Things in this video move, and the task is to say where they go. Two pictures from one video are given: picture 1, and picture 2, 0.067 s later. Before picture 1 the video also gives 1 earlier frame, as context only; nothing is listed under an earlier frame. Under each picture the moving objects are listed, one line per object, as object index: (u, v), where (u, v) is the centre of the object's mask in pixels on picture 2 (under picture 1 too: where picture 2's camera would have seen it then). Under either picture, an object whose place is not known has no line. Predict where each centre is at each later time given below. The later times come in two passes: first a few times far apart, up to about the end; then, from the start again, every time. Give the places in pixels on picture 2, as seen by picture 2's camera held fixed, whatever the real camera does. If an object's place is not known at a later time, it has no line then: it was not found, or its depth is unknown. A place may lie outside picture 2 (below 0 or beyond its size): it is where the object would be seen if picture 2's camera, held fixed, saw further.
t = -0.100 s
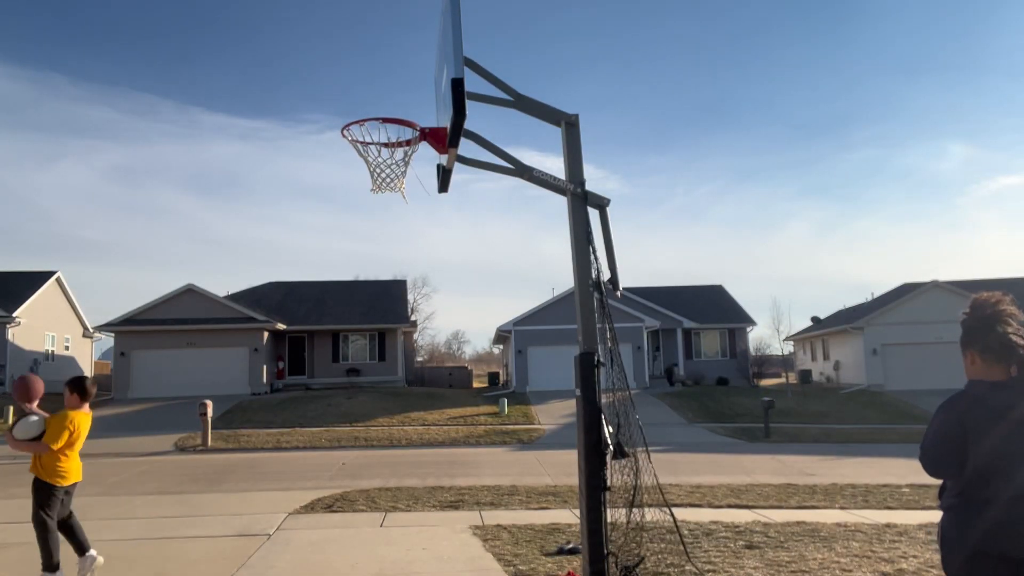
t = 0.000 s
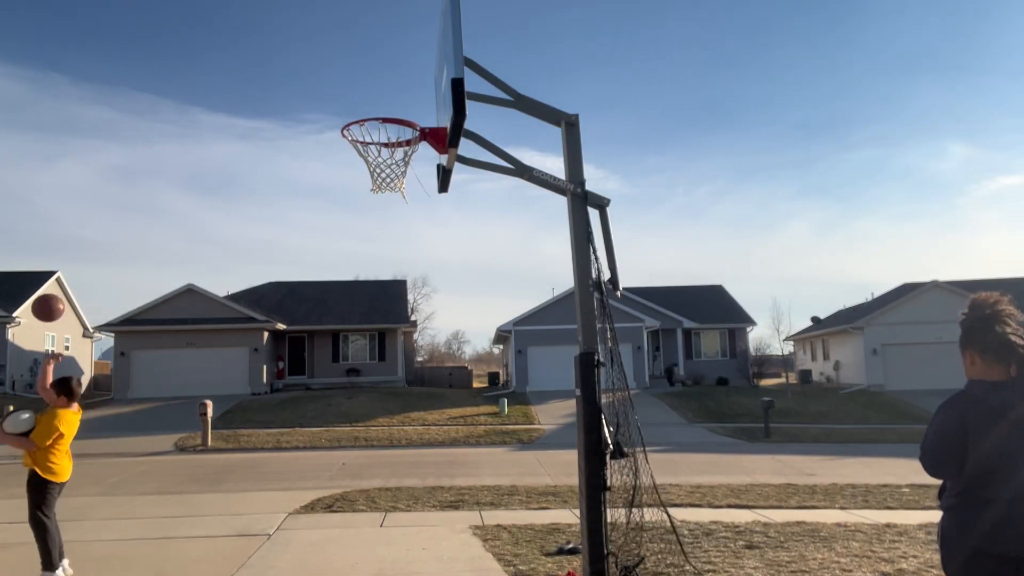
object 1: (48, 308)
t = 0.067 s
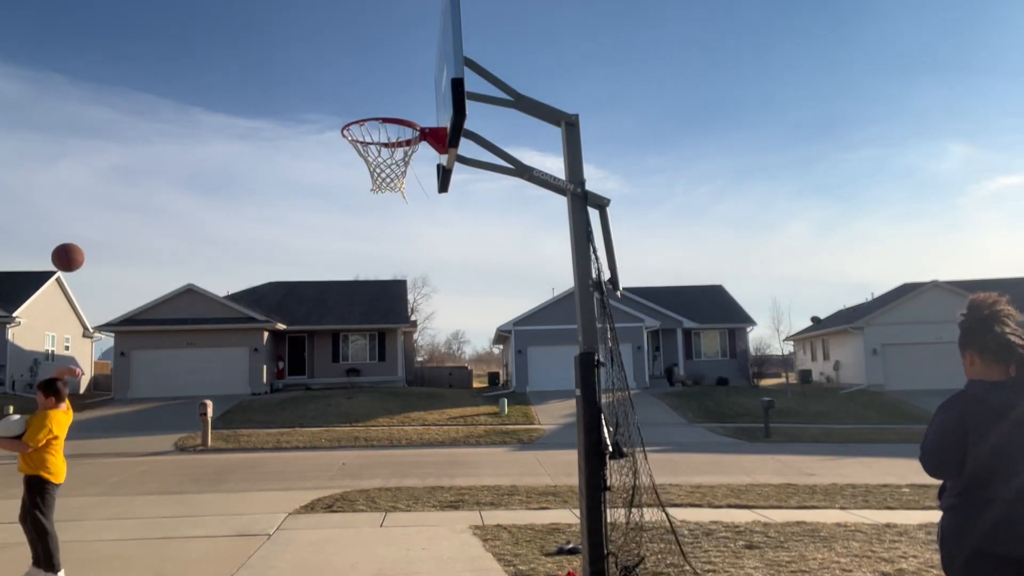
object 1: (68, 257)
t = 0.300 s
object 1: (135, 119)
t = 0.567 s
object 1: (217, 31)
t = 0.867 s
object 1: (321, 32)
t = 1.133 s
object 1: (427, 122)
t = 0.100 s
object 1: (78, 234)
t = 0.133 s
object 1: (87, 211)
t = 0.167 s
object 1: (97, 190)
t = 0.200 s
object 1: (106, 170)
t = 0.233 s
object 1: (115, 152)
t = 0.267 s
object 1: (125, 135)
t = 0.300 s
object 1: (135, 119)
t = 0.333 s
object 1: (145, 104)
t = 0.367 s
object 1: (155, 89)
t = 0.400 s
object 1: (166, 76)
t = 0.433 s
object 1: (176, 64)
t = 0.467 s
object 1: (186, 53)
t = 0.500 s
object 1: (196, 44)
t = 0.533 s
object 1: (206, 37)
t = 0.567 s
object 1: (217, 31)
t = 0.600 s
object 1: (228, 25)
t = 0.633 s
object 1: (239, 21)
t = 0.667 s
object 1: (250, 18)
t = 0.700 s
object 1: (262, 17)
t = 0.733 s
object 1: (273, 17)
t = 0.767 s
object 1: (285, 18)
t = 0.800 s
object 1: (296, 21)
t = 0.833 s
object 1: (308, 25)
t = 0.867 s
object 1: (321, 32)
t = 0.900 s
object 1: (334, 40)
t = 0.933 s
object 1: (348, 49)
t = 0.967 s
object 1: (361, 60)
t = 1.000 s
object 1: (375, 72)
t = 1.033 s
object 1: (389, 86)
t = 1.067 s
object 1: (403, 102)
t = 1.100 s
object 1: (416, 116)
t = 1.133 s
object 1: (427, 122)
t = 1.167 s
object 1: (424, 125)
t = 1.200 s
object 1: (428, 123)
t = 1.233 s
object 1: (428, 123)
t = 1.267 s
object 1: (428, 123)
